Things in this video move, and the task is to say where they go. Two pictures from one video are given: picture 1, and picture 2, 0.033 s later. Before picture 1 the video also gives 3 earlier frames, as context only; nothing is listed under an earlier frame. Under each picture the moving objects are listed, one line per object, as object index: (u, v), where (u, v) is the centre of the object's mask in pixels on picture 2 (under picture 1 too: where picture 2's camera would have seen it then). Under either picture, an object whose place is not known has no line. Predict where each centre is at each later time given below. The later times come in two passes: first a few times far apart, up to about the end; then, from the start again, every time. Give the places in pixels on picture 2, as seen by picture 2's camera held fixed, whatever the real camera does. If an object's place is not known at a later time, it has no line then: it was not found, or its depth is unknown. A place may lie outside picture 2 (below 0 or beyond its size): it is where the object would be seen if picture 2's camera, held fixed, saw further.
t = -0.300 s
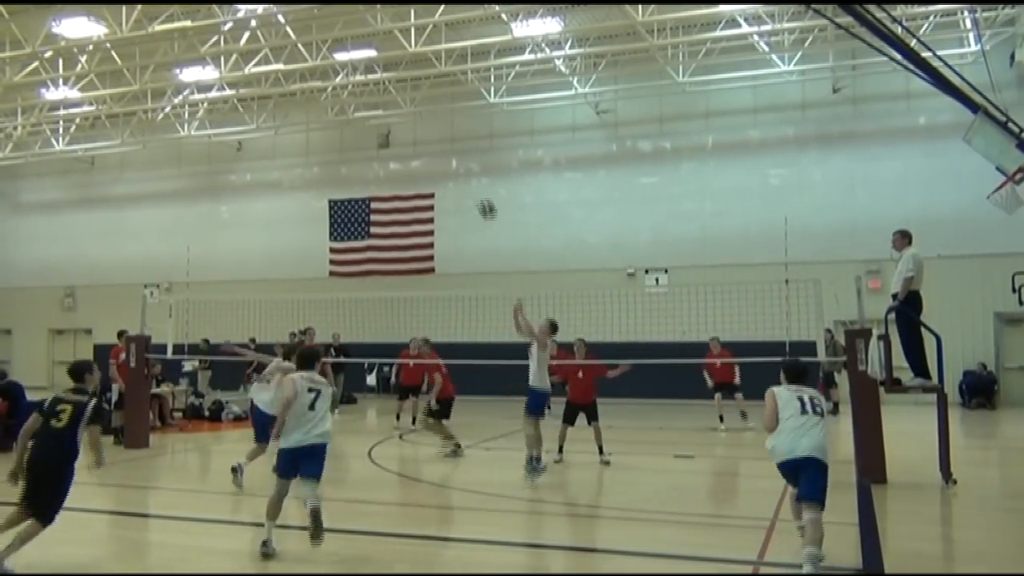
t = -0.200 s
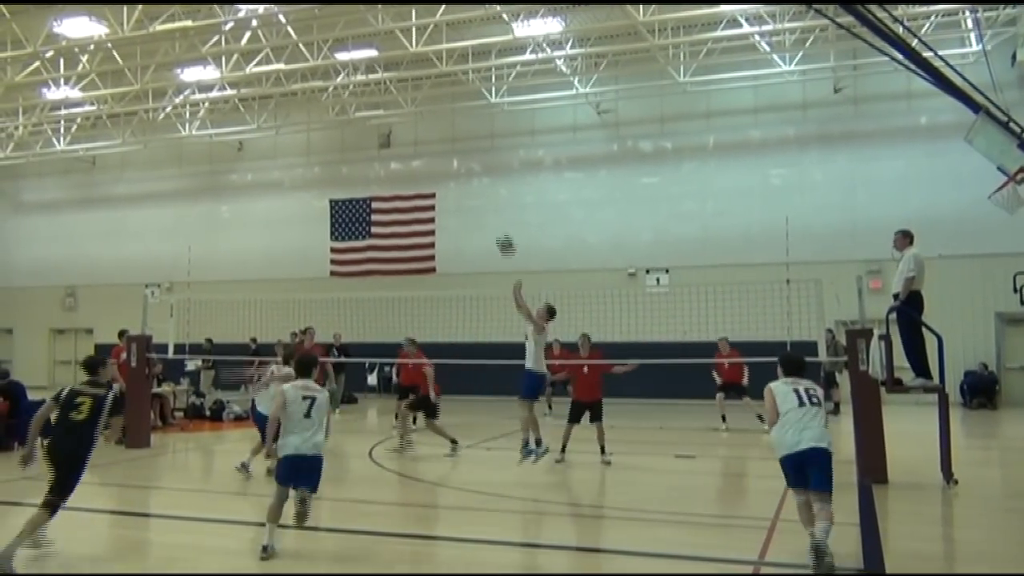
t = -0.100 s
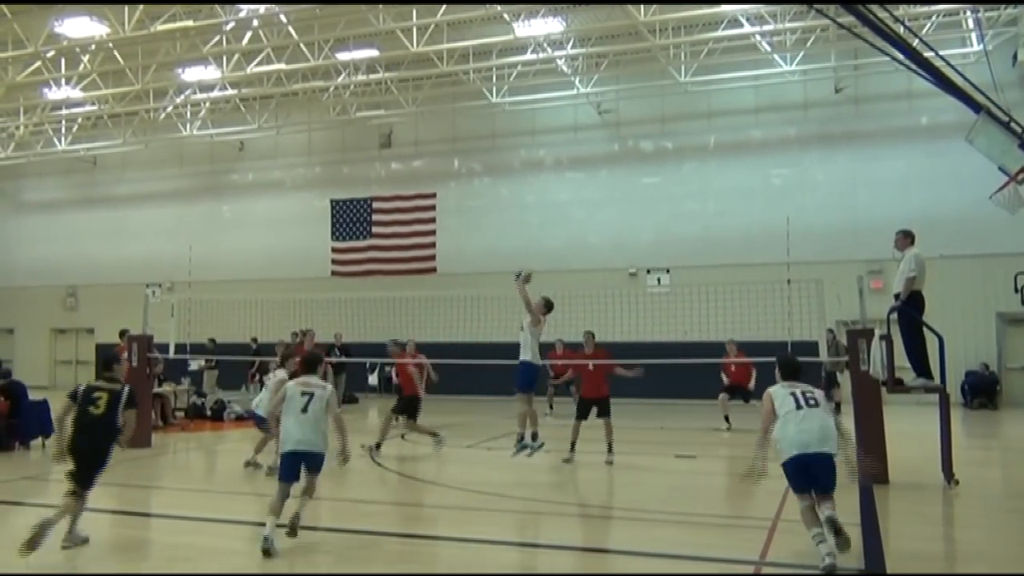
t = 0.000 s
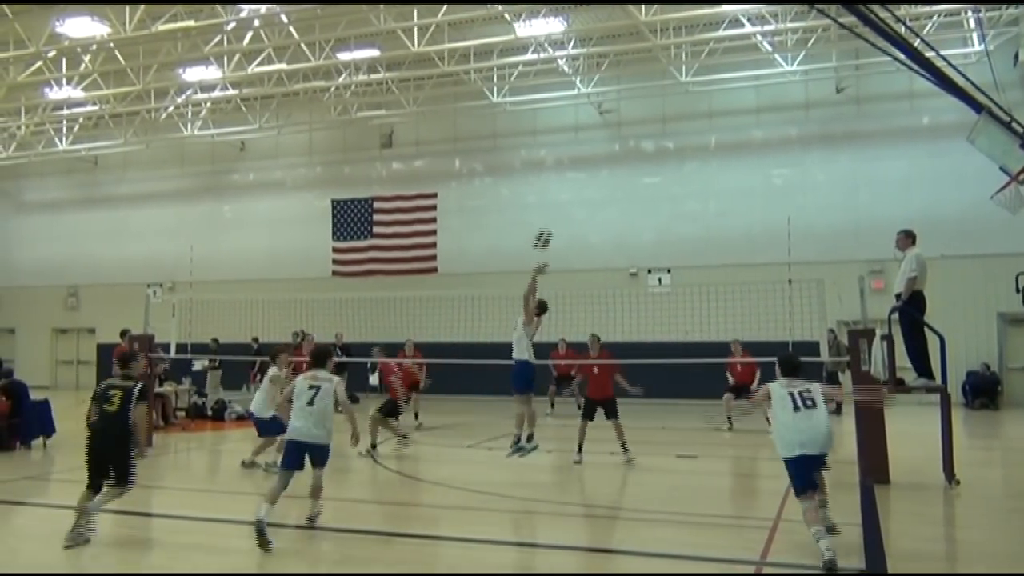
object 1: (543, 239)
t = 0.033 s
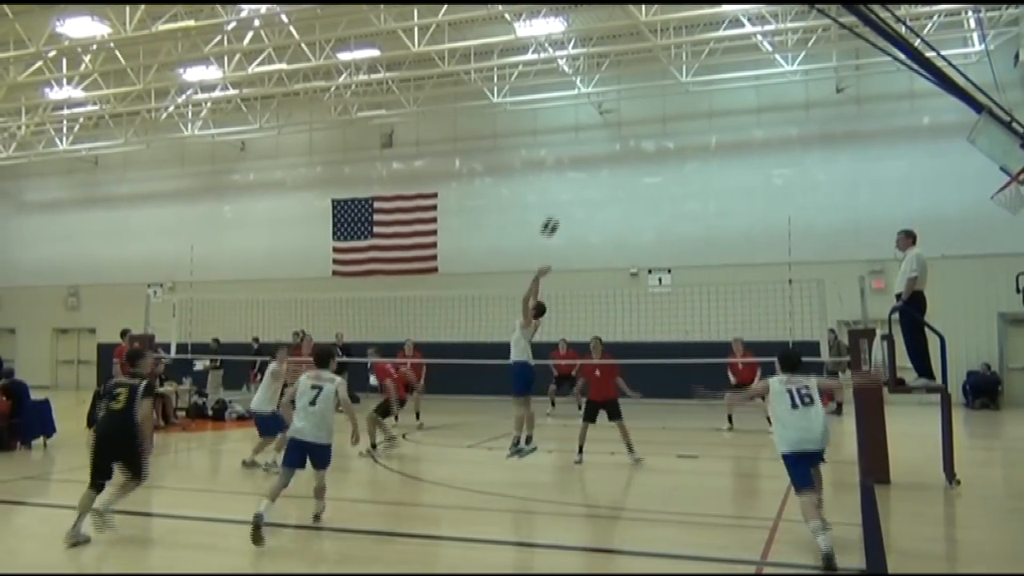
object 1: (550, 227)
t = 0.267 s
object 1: (595, 168)
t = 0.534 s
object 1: (647, 154)
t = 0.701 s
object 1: (680, 173)
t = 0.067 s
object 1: (556, 215)
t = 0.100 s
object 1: (562, 205)
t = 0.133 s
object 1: (569, 195)
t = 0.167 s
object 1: (576, 187)
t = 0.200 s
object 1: (582, 180)
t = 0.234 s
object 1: (588, 173)
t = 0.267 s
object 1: (595, 168)
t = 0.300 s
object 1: (601, 162)
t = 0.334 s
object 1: (608, 158)
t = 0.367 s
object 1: (615, 156)
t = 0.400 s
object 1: (621, 154)
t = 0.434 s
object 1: (627, 152)
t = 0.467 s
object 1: (634, 152)
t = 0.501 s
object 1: (641, 152)
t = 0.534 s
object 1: (647, 154)
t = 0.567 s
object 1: (654, 155)
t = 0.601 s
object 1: (661, 158)
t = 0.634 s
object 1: (667, 162)
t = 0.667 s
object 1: (674, 168)
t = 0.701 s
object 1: (680, 173)
